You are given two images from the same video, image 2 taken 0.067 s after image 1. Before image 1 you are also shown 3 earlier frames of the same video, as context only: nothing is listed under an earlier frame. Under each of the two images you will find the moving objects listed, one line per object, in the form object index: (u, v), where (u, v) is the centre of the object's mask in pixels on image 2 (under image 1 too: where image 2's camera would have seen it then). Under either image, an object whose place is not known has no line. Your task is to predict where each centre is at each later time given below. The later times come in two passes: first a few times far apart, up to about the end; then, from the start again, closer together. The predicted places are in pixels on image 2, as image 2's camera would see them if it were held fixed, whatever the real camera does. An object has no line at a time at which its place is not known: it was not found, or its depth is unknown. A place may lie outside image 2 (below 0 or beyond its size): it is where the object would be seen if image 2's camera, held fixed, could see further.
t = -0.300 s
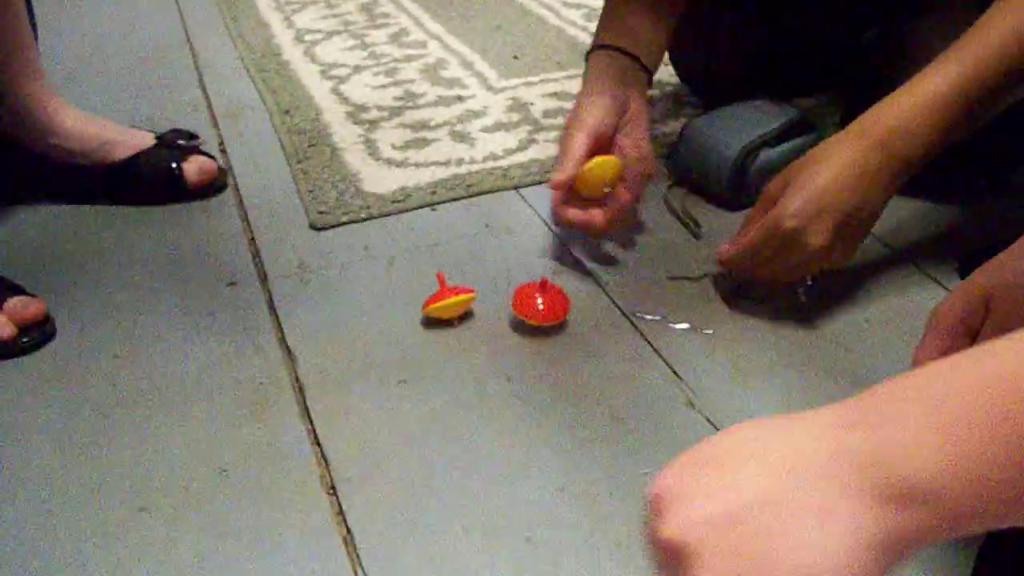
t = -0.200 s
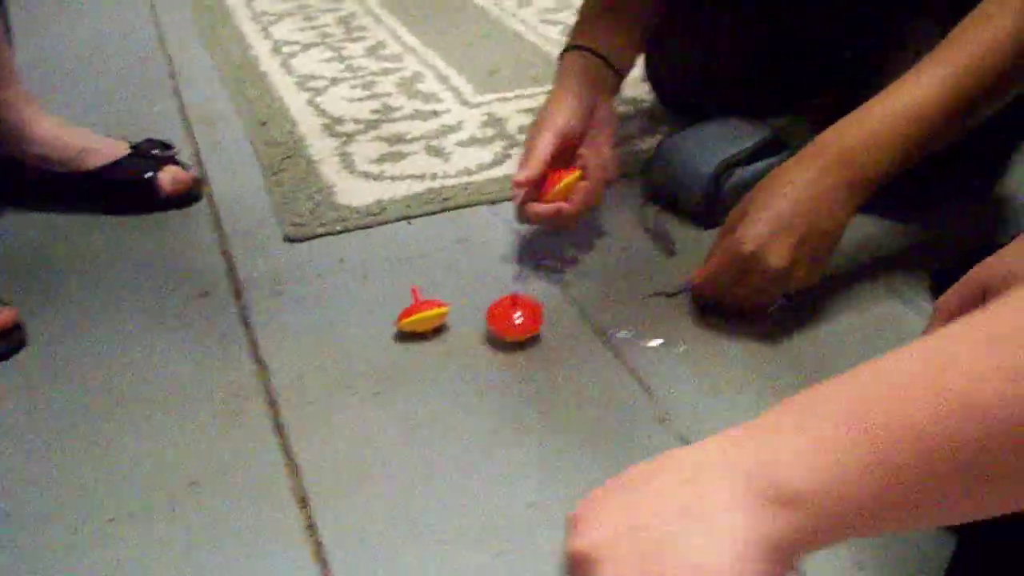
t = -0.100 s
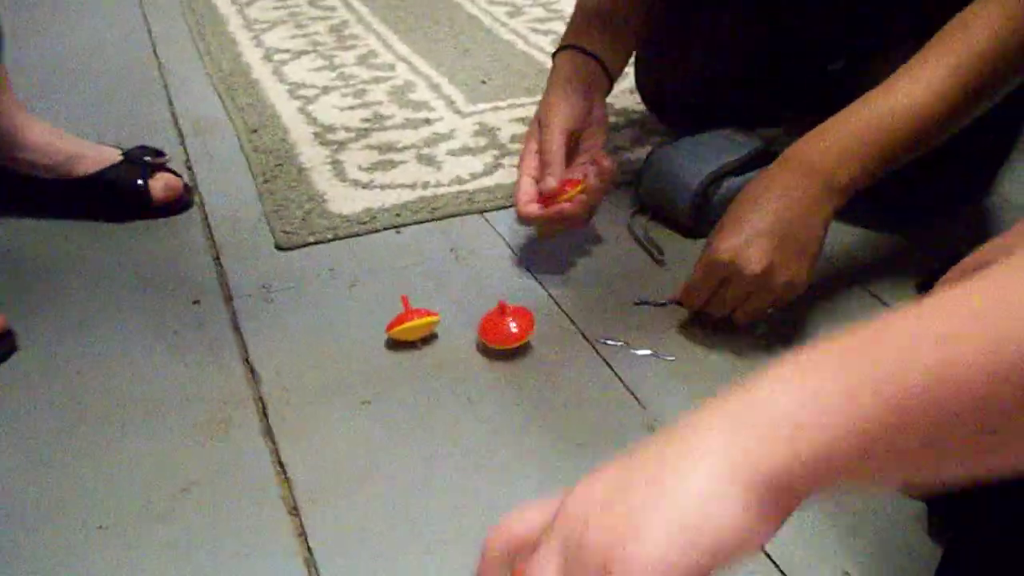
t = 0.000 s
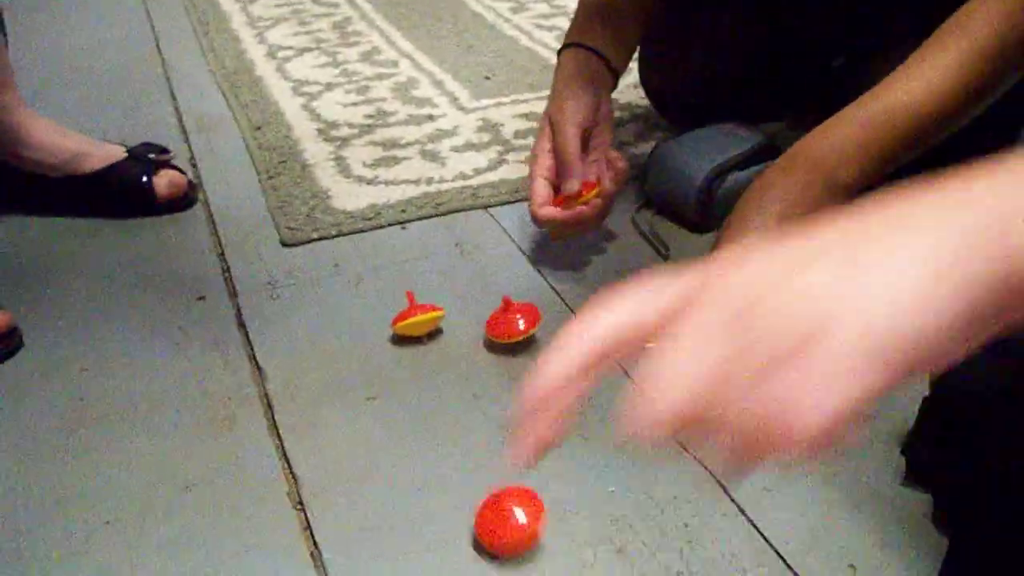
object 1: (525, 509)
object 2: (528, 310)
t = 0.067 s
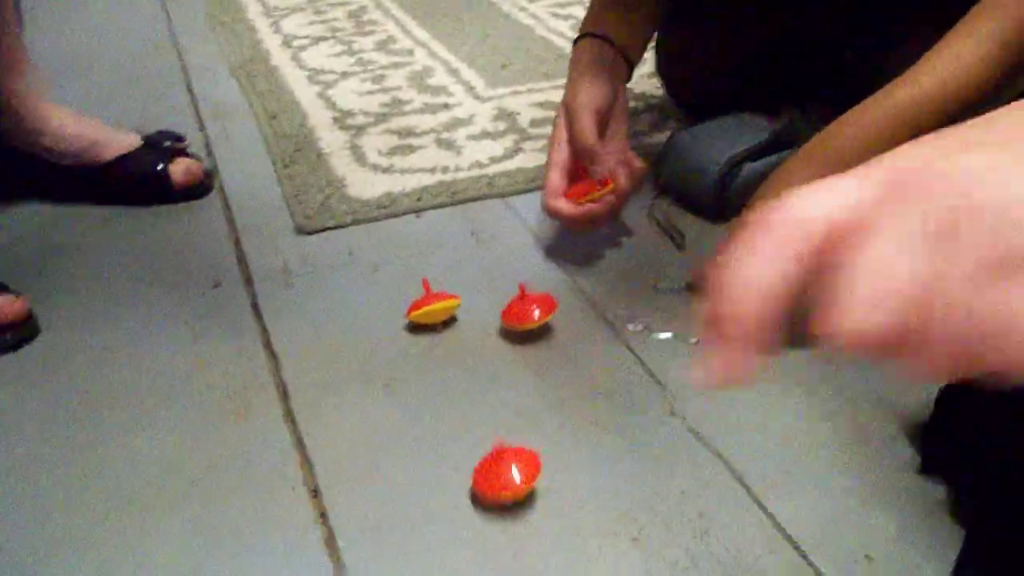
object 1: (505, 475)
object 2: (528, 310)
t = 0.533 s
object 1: (497, 447)
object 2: (524, 310)
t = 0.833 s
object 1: (503, 440)
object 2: (526, 310)
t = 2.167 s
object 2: (523, 310)
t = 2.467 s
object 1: (487, 439)
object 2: (524, 311)
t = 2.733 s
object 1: (488, 442)
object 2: (524, 309)
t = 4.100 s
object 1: (494, 450)
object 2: (521, 309)
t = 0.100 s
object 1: (504, 464)
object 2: (528, 310)
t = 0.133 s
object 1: (501, 456)
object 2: (527, 309)
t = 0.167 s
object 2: (528, 309)
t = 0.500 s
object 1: (496, 447)
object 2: (524, 311)
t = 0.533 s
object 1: (497, 447)
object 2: (524, 310)
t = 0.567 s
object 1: (497, 445)
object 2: (525, 310)
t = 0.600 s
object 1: (498, 445)
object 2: (525, 310)
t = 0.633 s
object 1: (497, 444)
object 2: (525, 310)
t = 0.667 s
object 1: (497, 443)
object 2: (525, 311)
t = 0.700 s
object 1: (499, 442)
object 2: (526, 310)
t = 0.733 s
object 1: (499, 442)
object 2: (526, 311)
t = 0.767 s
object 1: (501, 441)
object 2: (526, 310)
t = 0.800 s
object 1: (502, 440)
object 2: (526, 309)
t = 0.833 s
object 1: (503, 440)
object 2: (526, 310)
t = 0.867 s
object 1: (503, 439)
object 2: (526, 309)
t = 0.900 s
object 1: (505, 440)
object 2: (526, 310)
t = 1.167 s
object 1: (504, 442)
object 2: (525, 309)
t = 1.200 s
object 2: (525, 310)
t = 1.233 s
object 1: (503, 442)
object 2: (524, 310)
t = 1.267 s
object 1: (502, 442)
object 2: (525, 310)
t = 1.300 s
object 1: (500, 442)
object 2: (524, 310)
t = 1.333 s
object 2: (524, 310)
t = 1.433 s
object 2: (525, 310)
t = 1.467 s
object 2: (524, 310)
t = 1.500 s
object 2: (524, 311)
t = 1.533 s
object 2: (525, 310)
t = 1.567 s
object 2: (526, 310)
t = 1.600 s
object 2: (526, 310)
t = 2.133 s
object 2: (523, 310)
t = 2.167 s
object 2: (523, 310)
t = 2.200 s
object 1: (490, 437)
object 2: (523, 311)
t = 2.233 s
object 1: (490, 436)
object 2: (523, 310)
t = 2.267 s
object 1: (491, 437)
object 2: (523, 310)
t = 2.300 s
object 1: (489, 438)
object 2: (523, 311)
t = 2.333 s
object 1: (489, 438)
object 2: (523, 310)
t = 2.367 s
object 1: (489, 438)
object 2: (524, 310)
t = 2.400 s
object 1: (488, 438)
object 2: (524, 310)
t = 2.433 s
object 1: (487, 439)
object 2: (524, 311)
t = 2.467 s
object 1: (487, 439)
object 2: (524, 311)
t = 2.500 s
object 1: (487, 439)
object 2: (524, 310)
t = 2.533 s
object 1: (488, 440)
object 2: (524, 310)
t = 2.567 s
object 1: (488, 440)
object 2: (525, 309)
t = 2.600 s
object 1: (488, 441)
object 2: (526, 309)
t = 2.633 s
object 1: (488, 441)
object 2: (526, 310)
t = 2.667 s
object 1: (488, 441)
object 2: (524, 310)
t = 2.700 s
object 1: (488, 442)
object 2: (524, 309)
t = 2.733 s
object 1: (488, 442)
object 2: (524, 309)
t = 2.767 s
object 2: (523, 310)
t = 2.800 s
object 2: (523, 310)
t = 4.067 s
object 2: (520, 309)
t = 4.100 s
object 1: (494, 450)
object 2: (521, 309)
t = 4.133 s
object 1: (494, 451)
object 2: (521, 310)
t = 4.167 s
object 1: (494, 450)
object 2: (520, 308)
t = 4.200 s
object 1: (493, 449)
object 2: (520, 307)
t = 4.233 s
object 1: (493, 449)
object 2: (520, 308)
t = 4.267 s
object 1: (493, 448)
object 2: (519, 307)
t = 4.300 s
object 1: (492, 448)
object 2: (519, 307)
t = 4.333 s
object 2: (519, 306)
